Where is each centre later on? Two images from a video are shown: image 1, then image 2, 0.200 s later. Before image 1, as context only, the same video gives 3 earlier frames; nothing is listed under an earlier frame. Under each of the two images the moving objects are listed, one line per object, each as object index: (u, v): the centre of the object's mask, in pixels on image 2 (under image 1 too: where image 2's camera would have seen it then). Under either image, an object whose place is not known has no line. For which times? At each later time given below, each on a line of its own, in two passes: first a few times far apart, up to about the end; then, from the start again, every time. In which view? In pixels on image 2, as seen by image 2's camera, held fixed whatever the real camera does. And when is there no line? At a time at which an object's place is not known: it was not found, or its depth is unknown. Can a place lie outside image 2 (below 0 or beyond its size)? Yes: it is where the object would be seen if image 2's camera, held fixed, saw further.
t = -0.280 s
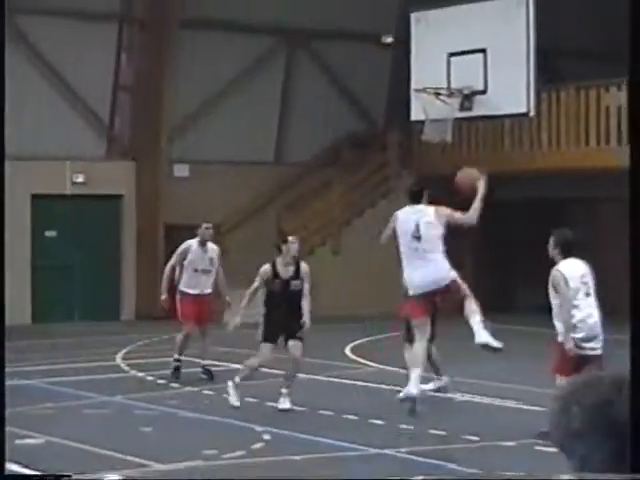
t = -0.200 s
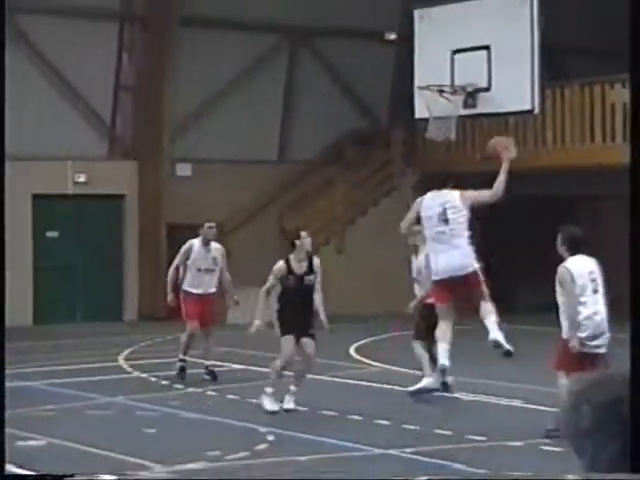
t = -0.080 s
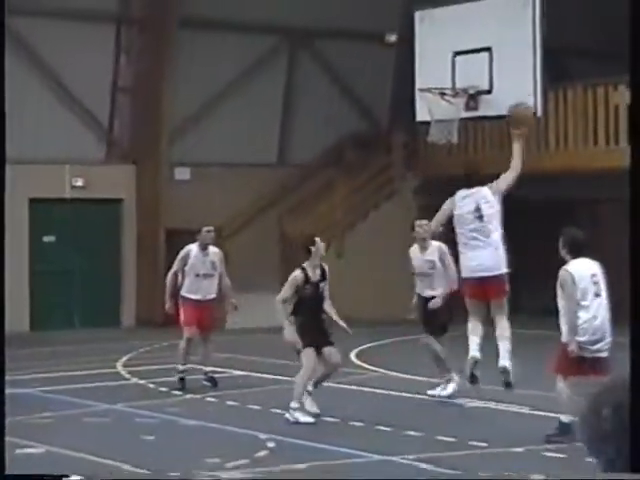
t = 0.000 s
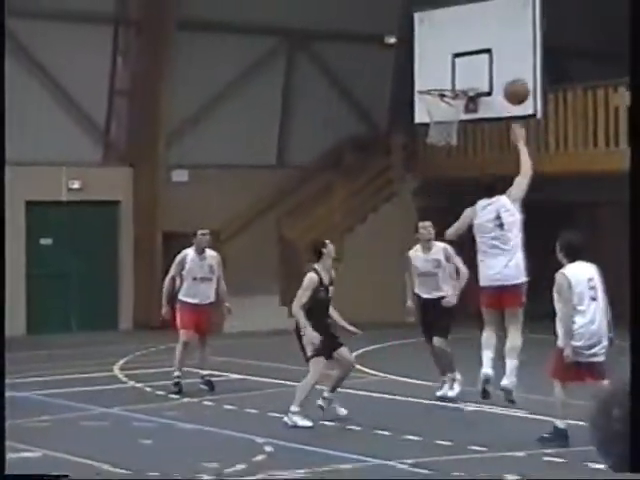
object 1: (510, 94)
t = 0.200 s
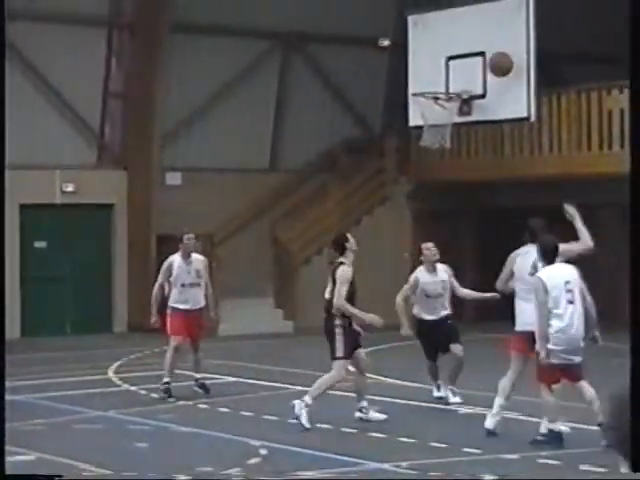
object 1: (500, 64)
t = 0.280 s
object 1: (492, 64)
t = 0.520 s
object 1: (442, 76)
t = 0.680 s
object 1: (422, 87)
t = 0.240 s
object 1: (499, 63)
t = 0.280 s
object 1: (492, 64)
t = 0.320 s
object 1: (481, 66)
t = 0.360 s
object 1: (470, 70)
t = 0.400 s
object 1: (460, 75)
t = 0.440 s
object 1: (451, 80)
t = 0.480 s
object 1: (446, 78)
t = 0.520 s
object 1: (442, 76)
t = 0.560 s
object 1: (437, 76)
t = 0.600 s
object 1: (431, 78)
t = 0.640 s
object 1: (427, 82)
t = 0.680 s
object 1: (422, 87)
